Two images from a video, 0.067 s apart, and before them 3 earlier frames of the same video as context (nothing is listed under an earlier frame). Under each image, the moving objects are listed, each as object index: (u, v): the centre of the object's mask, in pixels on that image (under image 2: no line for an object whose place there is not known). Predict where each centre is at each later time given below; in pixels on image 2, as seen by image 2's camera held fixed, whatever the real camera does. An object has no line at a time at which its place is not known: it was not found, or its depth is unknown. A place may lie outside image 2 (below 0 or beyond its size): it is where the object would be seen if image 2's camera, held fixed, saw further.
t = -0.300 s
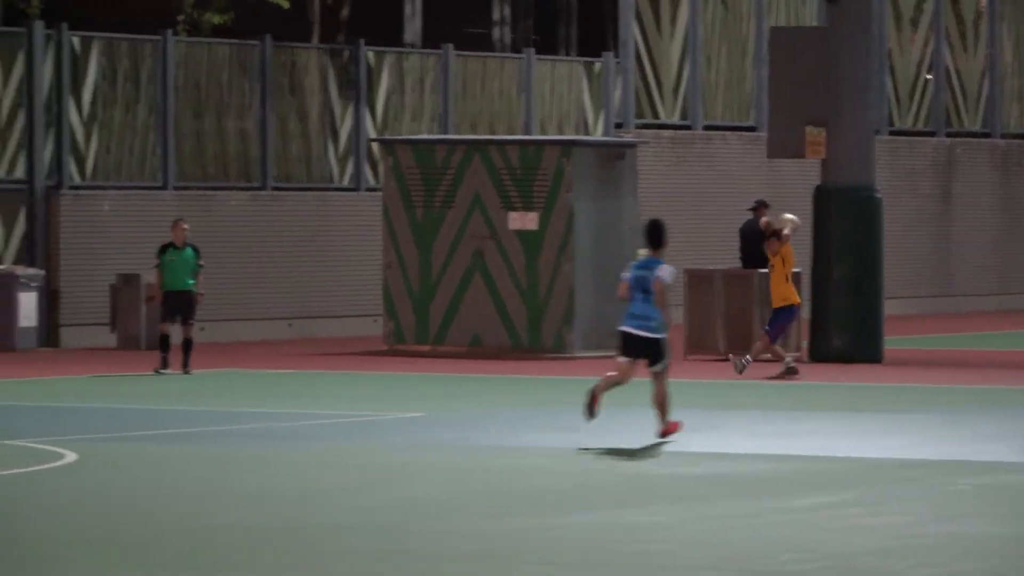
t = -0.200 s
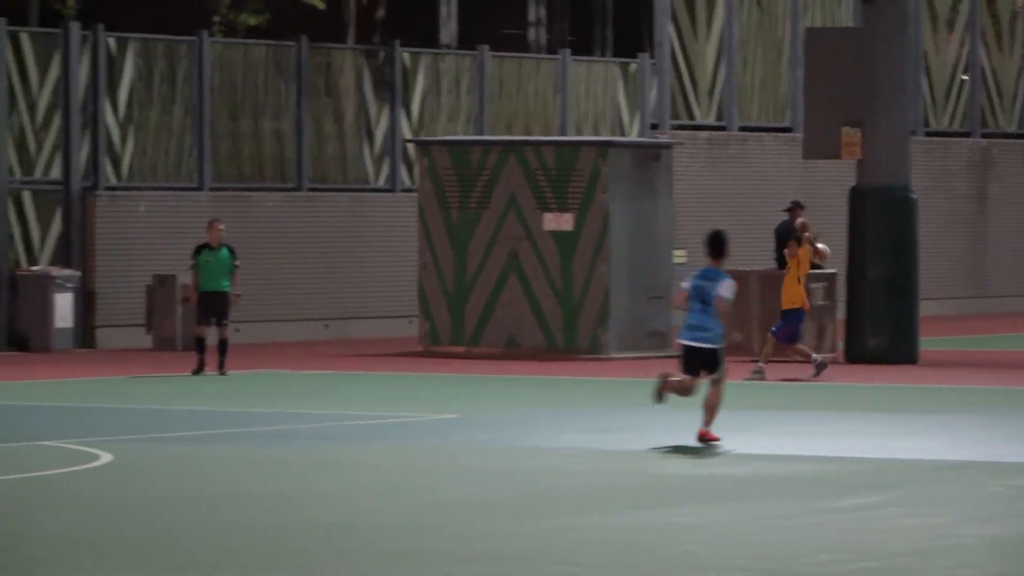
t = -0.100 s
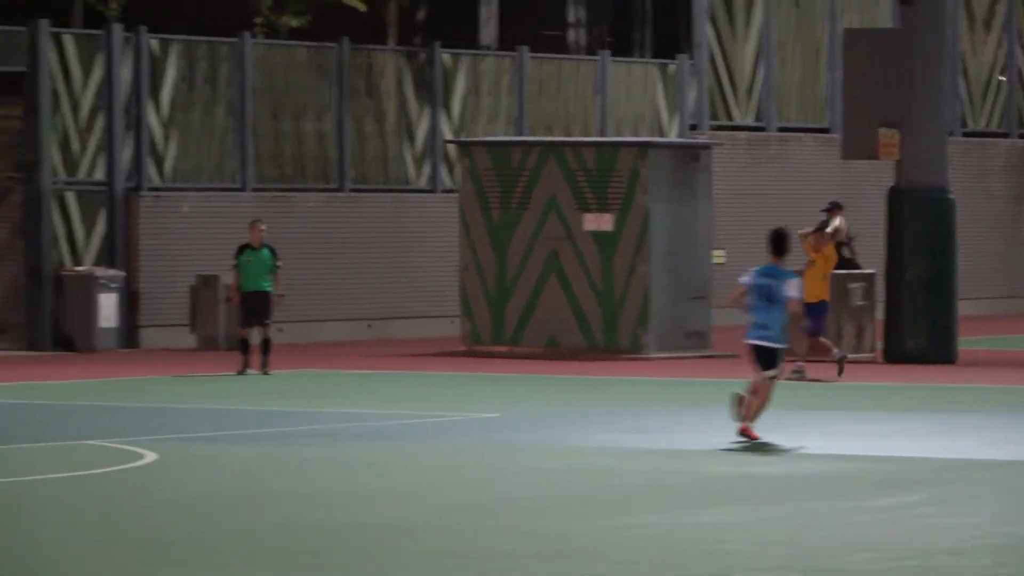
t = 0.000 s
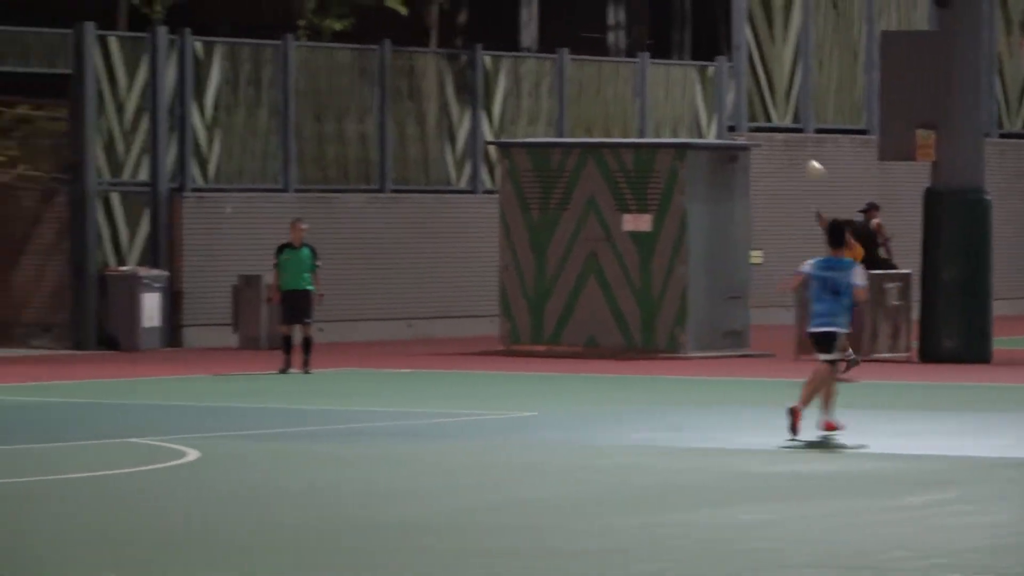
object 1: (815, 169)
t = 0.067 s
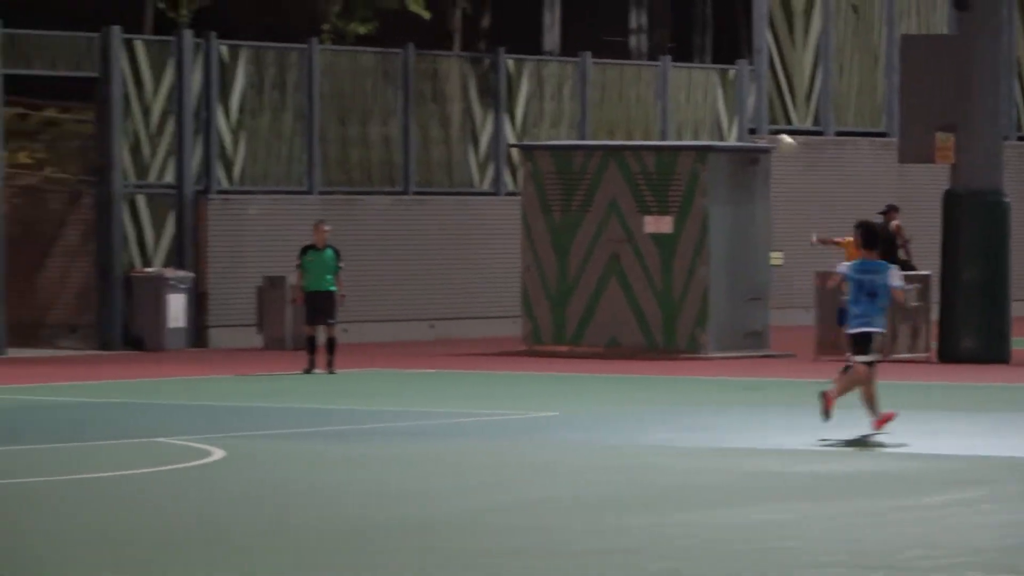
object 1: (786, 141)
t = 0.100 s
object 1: (760, 133)
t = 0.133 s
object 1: (734, 123)
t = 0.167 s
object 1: (710, 111)
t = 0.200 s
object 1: (685, 101)
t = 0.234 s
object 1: (658, 95)
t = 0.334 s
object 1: (579, 73)
